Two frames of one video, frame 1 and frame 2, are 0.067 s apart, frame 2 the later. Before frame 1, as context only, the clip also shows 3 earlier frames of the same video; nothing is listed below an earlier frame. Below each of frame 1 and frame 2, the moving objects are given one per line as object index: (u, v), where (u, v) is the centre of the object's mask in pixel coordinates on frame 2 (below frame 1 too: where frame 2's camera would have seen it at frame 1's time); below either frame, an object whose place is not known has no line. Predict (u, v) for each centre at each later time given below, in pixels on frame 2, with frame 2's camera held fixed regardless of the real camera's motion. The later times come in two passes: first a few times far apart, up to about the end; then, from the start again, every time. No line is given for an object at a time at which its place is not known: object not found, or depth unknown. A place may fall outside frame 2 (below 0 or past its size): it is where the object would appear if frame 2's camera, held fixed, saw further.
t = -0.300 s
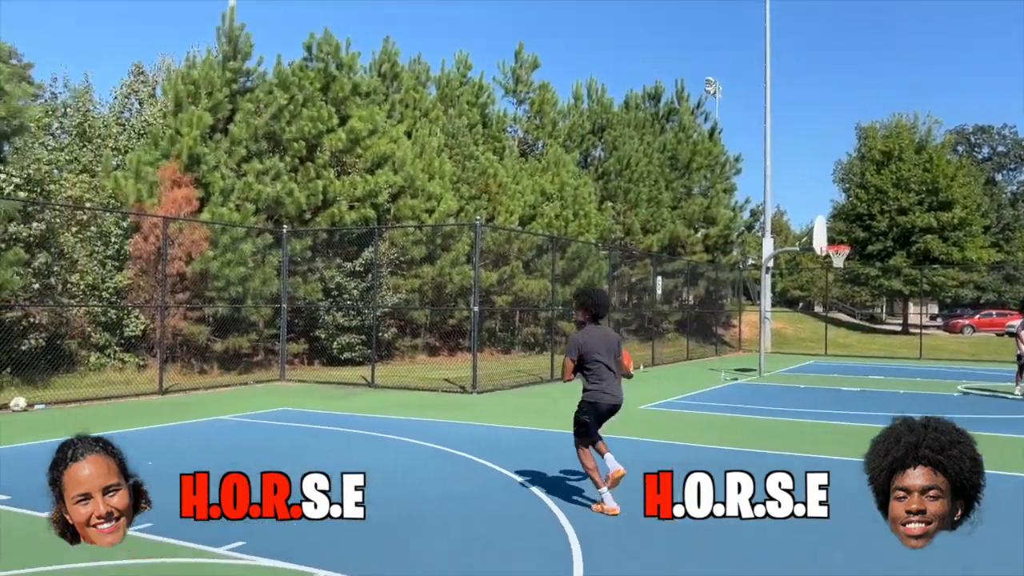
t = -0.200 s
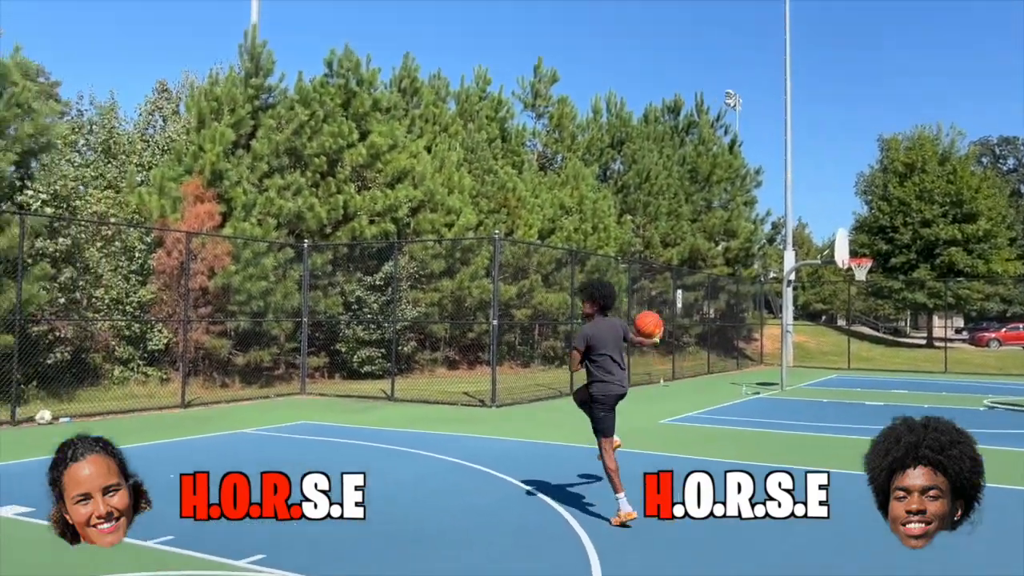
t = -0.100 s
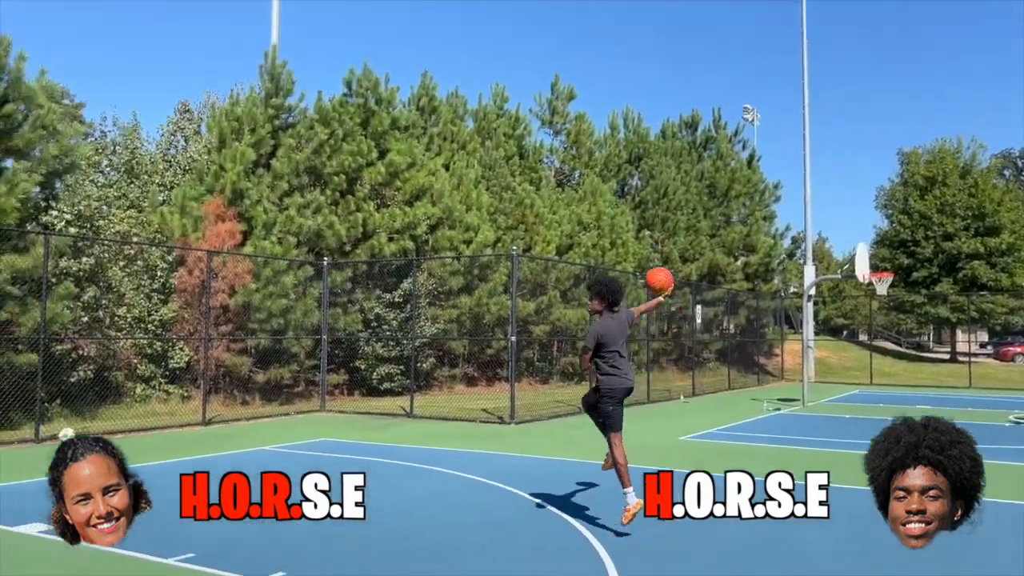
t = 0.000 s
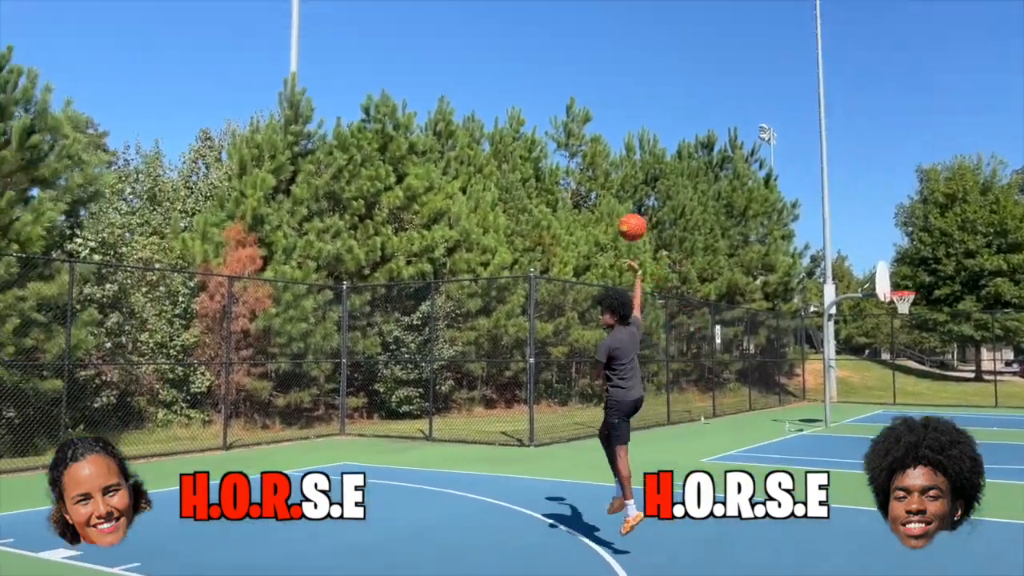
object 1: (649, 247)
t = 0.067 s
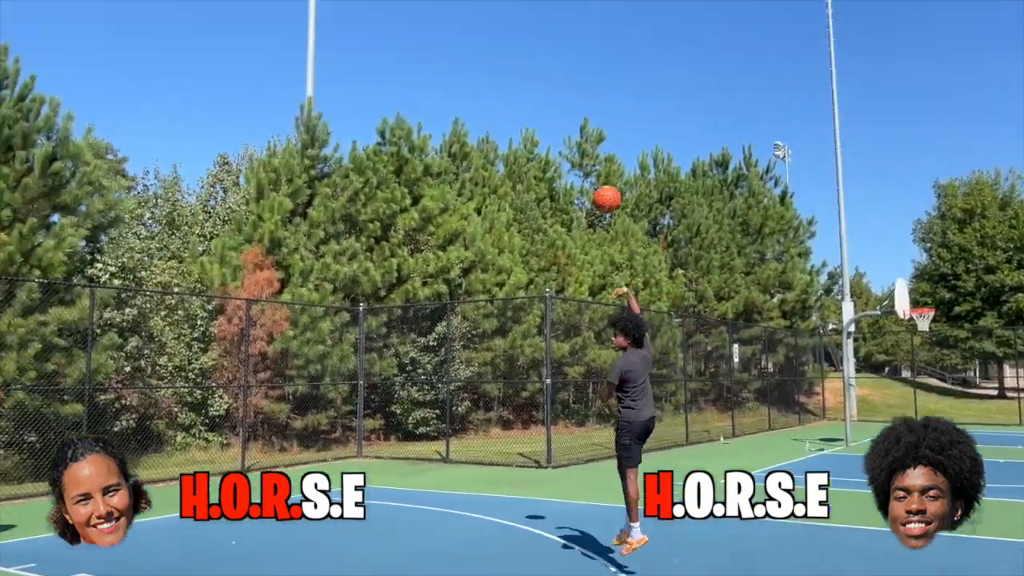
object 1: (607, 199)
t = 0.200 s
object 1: (524, 118)
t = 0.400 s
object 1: (402, 30)
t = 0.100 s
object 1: (587, 177)
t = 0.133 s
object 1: (565, 156)
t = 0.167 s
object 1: (544, 136)
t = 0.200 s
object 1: (524, 118)
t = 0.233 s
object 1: (503, 100)
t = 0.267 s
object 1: (483, 83)
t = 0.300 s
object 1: (463, 68)
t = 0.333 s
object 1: (442, 54)
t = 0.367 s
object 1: (423, 42)
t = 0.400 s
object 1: (402, 30)
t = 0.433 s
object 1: (382, 20)
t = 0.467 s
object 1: (362, 11)
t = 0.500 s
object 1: (341, 3)
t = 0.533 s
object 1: (321, -5)
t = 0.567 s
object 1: (300, -10)
